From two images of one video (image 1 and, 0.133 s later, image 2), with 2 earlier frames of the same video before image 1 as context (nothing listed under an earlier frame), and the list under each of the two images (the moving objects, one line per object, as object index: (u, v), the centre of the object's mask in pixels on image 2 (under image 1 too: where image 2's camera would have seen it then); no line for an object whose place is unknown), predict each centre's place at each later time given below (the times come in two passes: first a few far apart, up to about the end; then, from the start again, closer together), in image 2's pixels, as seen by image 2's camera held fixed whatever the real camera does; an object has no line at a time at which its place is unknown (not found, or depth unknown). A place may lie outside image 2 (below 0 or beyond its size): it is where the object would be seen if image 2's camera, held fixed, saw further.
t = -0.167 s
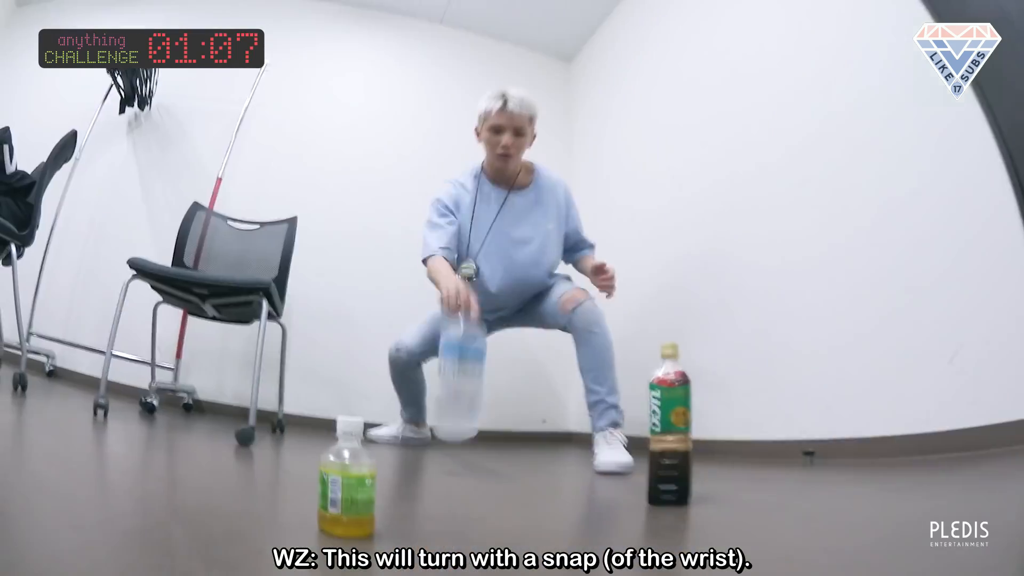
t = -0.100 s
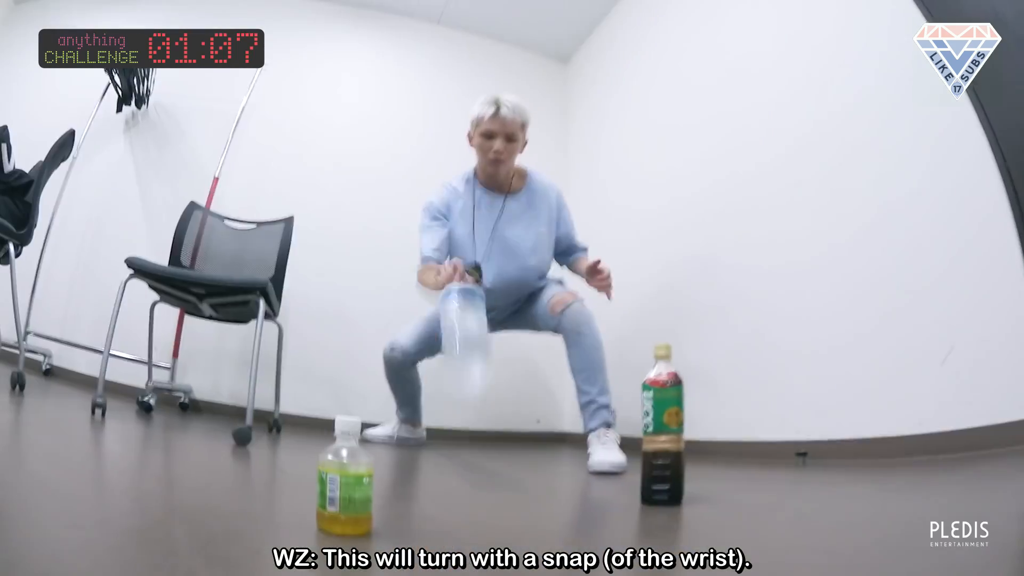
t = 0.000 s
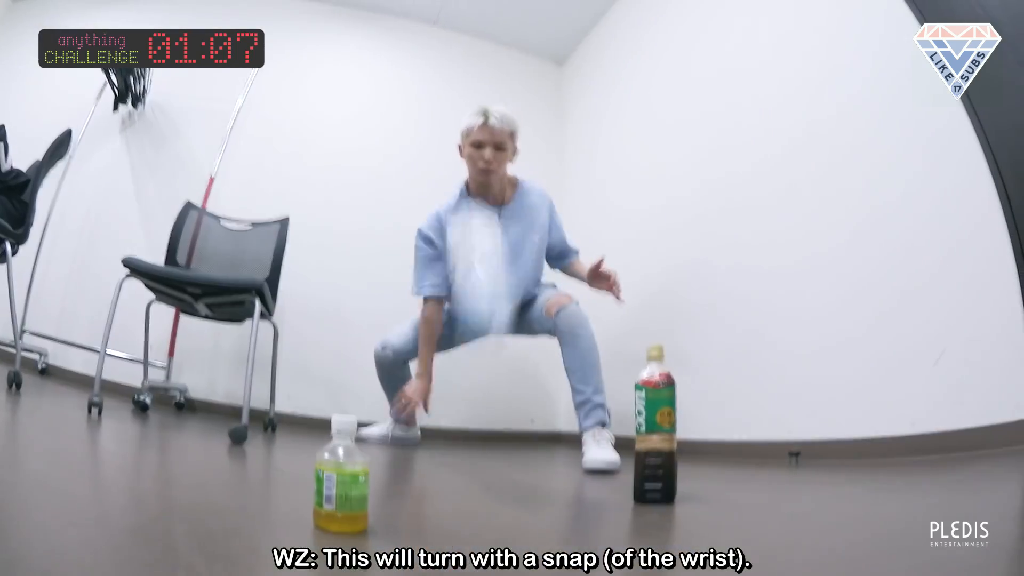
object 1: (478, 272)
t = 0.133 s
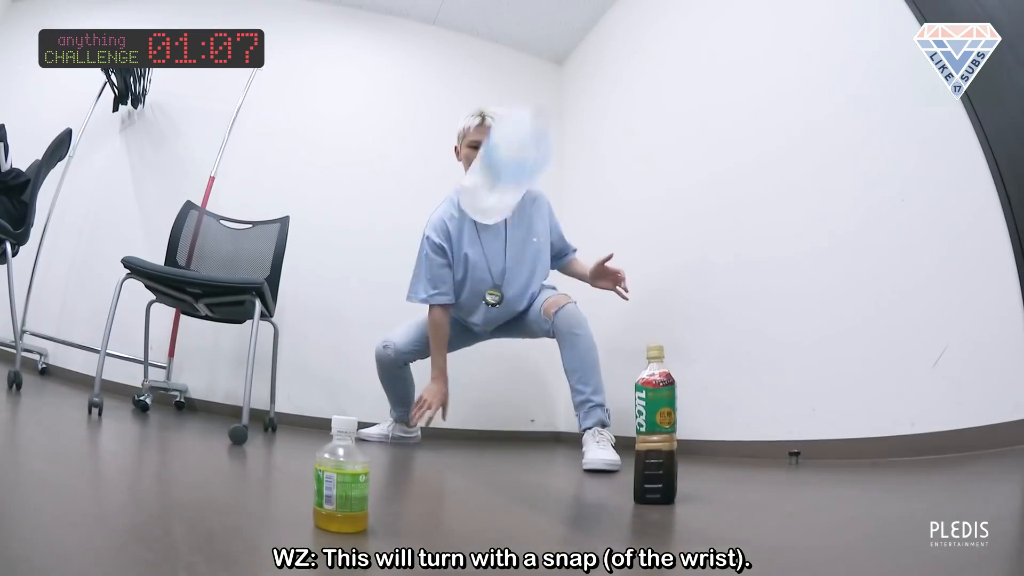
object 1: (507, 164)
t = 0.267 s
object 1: (523, 156)
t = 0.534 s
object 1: (589, 522)
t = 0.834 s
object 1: (612, 530)
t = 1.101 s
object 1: (612, 529)
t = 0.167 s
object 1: (512, 149)
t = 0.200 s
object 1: (515, 145)
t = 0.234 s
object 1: (519, 149)
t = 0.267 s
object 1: (523, 156)
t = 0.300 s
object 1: (527, 181)
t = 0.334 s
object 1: (534, 218)
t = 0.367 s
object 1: (542, 262)
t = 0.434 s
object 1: (579, 473)
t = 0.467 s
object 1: (587, 525)
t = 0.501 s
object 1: (585, 523)
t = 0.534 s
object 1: (589, 522)
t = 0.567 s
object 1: (593, 524)
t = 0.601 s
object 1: (596, 527)
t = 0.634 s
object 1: (597, 528)
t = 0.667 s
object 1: (595, 529)
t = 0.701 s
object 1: (595, 529)
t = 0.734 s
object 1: (596, 529)
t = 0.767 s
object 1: (600, 529)
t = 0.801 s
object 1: (606, 529)
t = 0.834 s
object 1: (612, 530)
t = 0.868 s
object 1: (616, 529)
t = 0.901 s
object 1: (616, 529)
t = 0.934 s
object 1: (614, 529)
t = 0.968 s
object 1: (611, 529)
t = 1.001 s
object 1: (611, 529)
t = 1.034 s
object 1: (611, 529)
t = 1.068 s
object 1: (612, 529)
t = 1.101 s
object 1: (612, 529)
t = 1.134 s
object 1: (609, 529)
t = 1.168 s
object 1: (604, 529)
